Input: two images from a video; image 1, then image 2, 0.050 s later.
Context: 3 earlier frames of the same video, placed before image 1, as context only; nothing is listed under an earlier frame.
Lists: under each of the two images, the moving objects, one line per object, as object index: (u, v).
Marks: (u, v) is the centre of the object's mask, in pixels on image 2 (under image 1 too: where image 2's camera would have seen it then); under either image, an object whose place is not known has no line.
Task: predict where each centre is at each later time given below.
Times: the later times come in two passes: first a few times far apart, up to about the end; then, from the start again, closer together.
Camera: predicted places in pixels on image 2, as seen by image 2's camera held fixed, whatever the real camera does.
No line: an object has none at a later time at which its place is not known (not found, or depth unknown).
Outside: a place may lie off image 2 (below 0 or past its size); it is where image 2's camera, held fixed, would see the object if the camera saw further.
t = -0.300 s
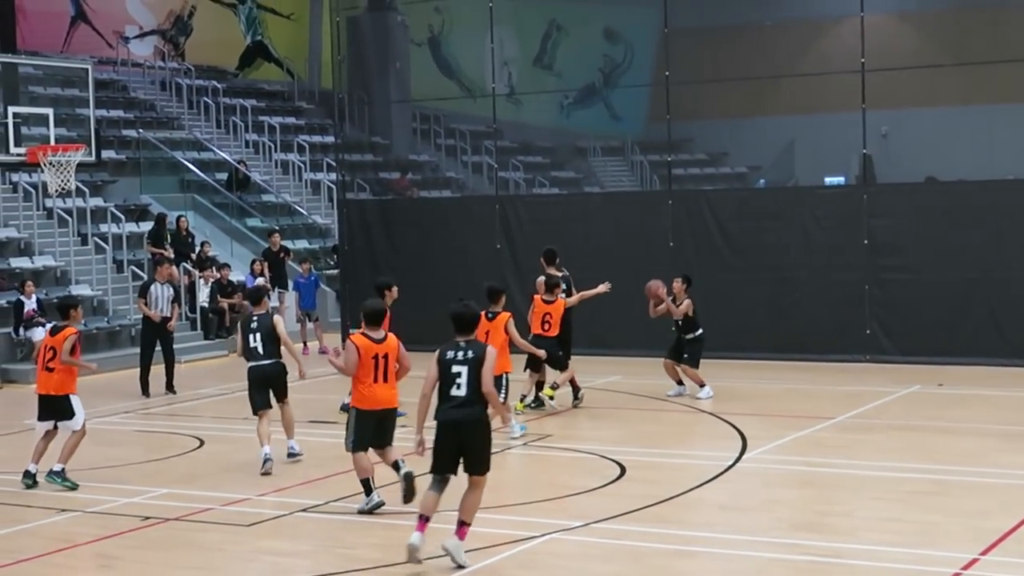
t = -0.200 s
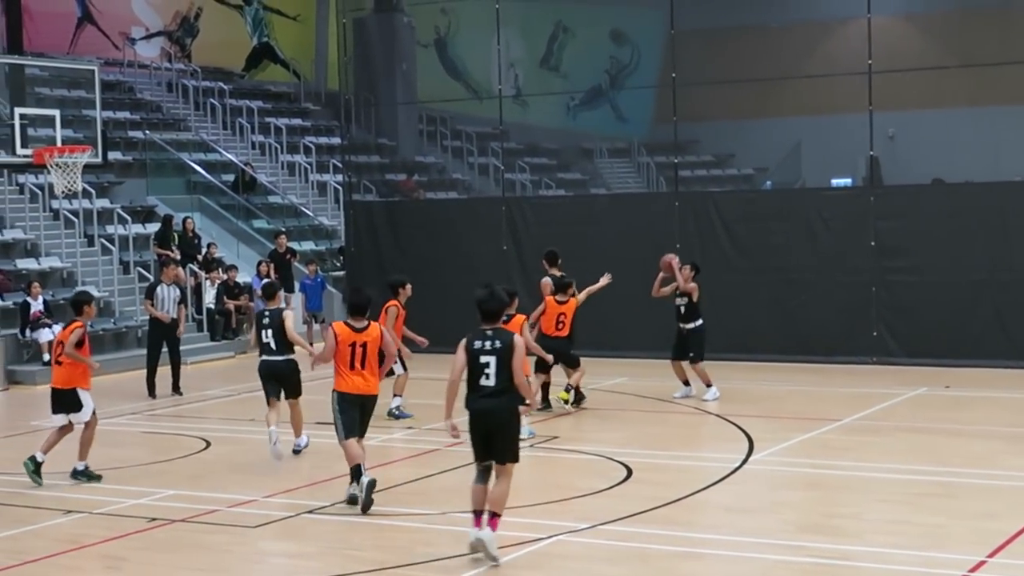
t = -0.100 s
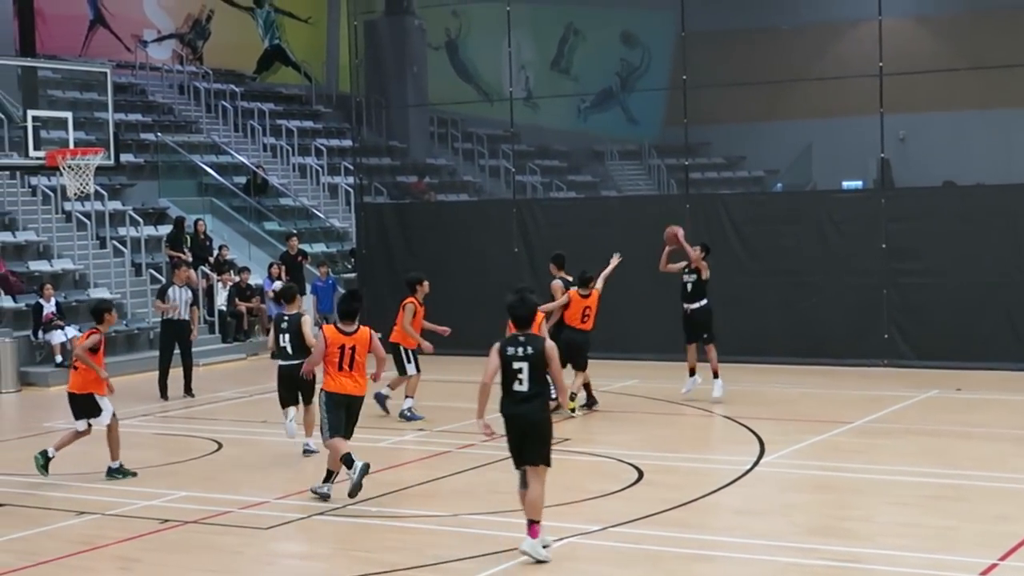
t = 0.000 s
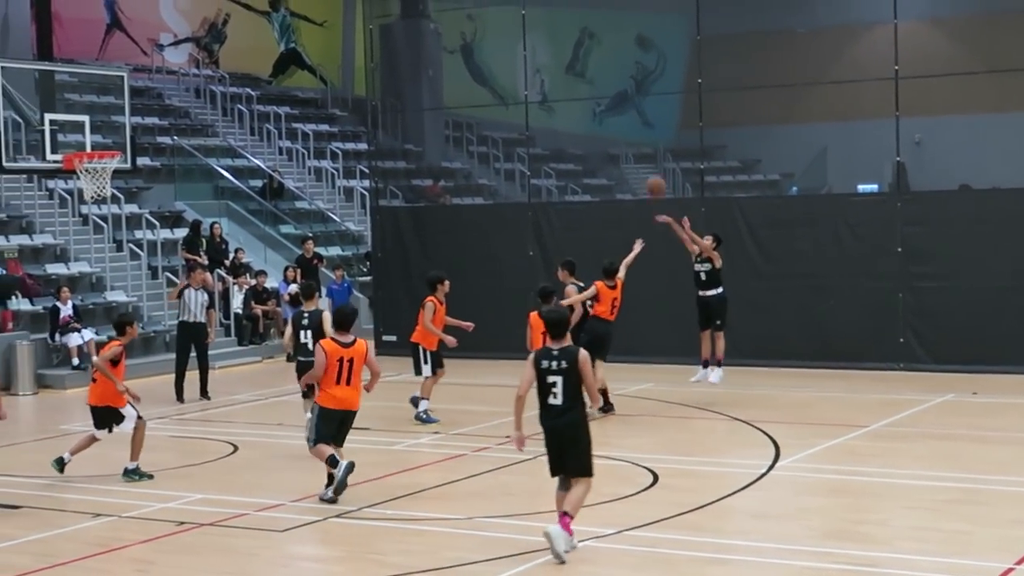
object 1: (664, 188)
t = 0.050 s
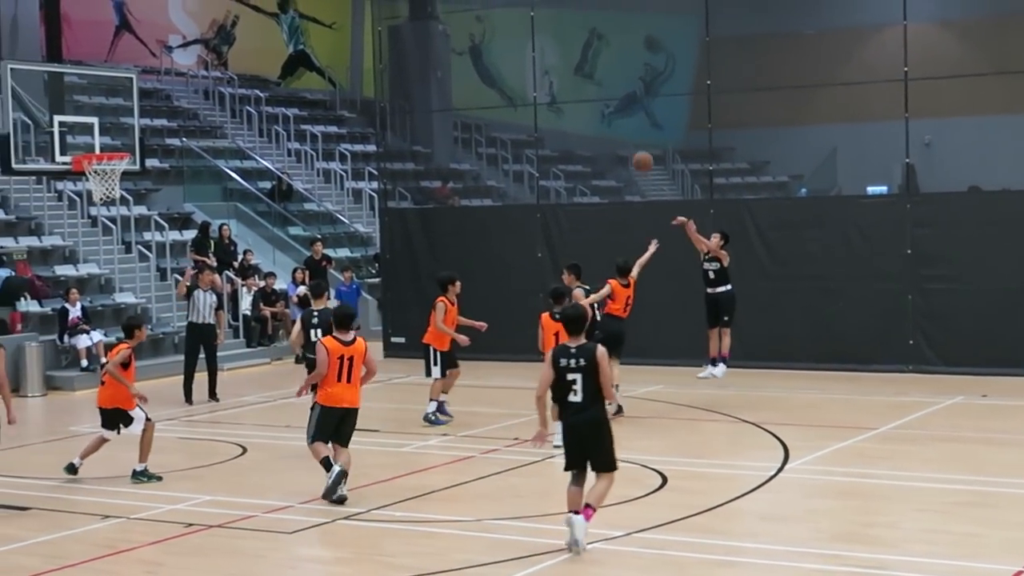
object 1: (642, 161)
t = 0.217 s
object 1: (569, 87)
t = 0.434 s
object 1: (473, 23)
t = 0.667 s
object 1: (367, -2)
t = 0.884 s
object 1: (266, 20)
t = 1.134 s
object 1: (147, 100)
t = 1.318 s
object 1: (98, 198)
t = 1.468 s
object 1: (106, 264)
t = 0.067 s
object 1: (635, 154)
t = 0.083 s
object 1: (628, 145)
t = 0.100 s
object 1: (621, 137)
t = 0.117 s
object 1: (613, 130)
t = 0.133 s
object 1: (606, 122)
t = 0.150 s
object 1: (599, 115)
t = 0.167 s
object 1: (592, 108)
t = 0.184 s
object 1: (585, 101)
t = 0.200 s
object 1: (577, 94)
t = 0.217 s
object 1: (569, 87)
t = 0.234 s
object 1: (562, 81)
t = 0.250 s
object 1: (556, 75)
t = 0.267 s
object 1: (547, 69)
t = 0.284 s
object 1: (540, 63)
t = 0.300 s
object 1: (533, 58)
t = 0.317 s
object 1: (526, 53)
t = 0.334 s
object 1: (518, 48)
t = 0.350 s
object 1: (511, 43)
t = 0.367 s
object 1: (503, 39)
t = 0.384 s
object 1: (496, 34)
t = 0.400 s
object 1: (488, 31)
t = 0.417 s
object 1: (481, 27)
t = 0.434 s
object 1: (473, 23)
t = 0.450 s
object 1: (466, 20)
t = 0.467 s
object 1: (458, 17)
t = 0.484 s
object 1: (450, 14)
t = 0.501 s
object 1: (443, 12)
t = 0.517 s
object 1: (435, 9)
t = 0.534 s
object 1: (428, 7)
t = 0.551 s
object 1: (421, 6)
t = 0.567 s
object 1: (413, 4)
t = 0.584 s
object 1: (405, 2)
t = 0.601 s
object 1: (398, 1)
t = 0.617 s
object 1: (390, 0)
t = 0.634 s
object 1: (382, -1)
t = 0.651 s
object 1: (374, -2)
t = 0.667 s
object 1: (367, -2)
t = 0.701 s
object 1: (352, -1)
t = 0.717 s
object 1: (344, -1)
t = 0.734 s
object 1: (336, 0)
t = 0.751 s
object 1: (328, 1)
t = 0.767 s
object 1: (320, 2)
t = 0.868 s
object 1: (273, 16)
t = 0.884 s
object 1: (266, 20)
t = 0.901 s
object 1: (258, 24)
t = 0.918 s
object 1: (251, 27)
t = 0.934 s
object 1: (242, 32)
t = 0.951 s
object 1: (234, 36)
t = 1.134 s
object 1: (147, 100)
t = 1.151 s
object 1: (139, 108)
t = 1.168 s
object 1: (130, 117)
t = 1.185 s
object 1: (122, 124)
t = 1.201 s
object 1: (115, 133)
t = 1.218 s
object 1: (107, 141)
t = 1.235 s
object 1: (98, 147)
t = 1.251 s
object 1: (93, 161)
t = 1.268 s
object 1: (93, 167)
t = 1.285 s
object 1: (93, 173)
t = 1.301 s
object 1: (94, 180)
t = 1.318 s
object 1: (98, 198)
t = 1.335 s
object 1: (98, 200)
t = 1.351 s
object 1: (98, 205)
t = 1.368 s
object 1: (99, 213)
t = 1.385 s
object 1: (100, 222)
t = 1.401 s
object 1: (101, 229)
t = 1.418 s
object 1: (103, 238)
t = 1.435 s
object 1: (103, 246)
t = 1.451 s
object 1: (104, 255)
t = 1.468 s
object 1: (106, 264)
